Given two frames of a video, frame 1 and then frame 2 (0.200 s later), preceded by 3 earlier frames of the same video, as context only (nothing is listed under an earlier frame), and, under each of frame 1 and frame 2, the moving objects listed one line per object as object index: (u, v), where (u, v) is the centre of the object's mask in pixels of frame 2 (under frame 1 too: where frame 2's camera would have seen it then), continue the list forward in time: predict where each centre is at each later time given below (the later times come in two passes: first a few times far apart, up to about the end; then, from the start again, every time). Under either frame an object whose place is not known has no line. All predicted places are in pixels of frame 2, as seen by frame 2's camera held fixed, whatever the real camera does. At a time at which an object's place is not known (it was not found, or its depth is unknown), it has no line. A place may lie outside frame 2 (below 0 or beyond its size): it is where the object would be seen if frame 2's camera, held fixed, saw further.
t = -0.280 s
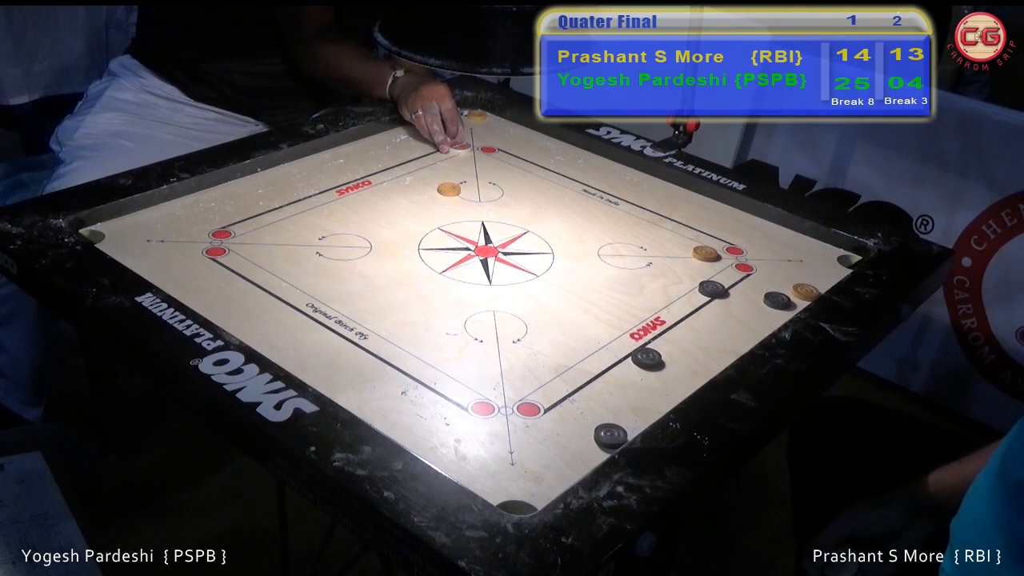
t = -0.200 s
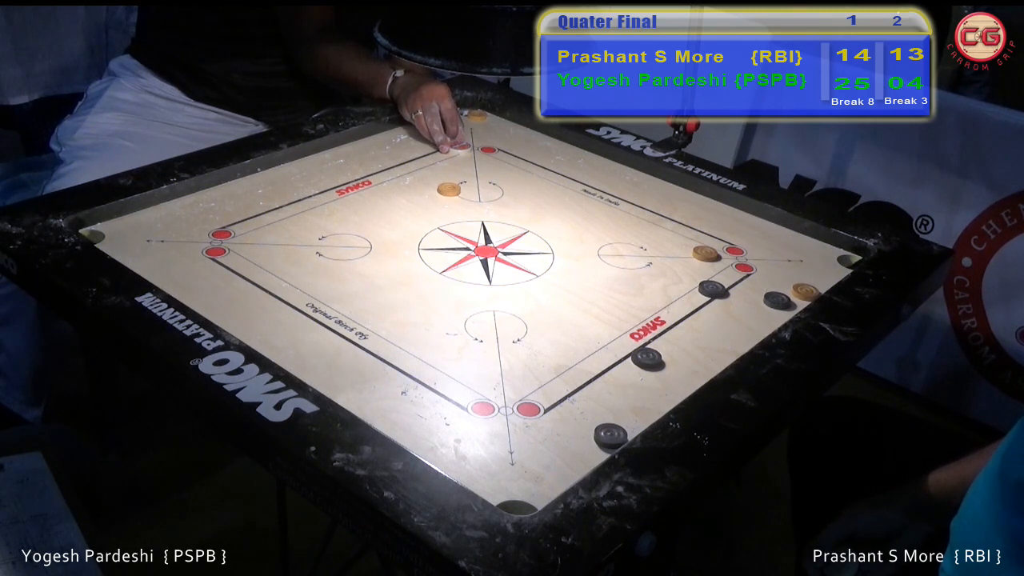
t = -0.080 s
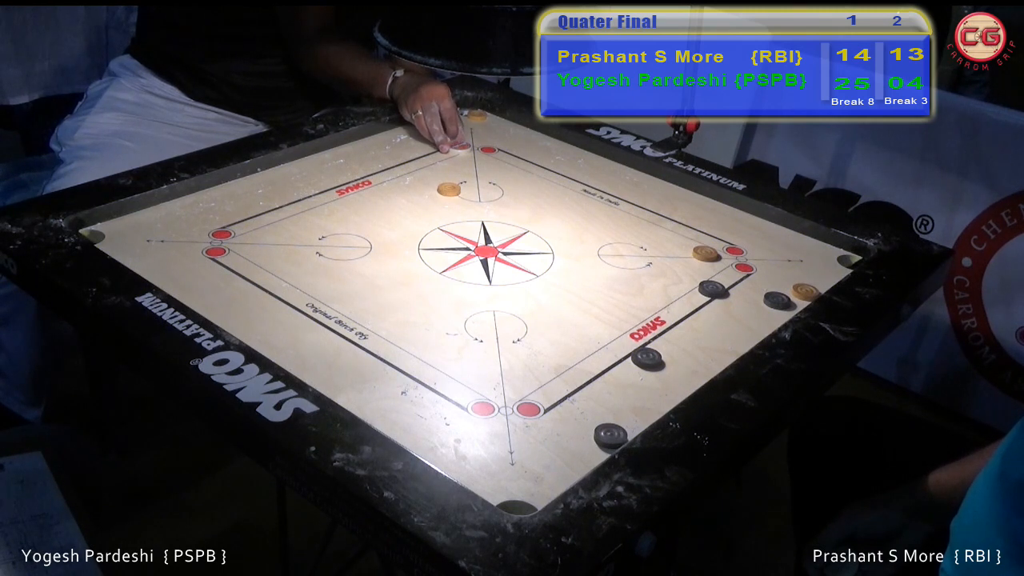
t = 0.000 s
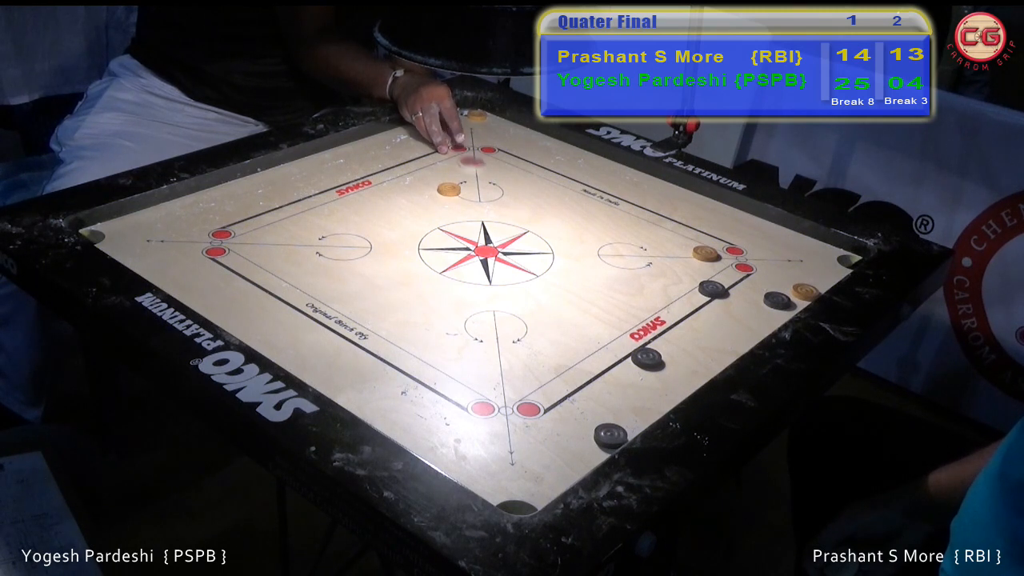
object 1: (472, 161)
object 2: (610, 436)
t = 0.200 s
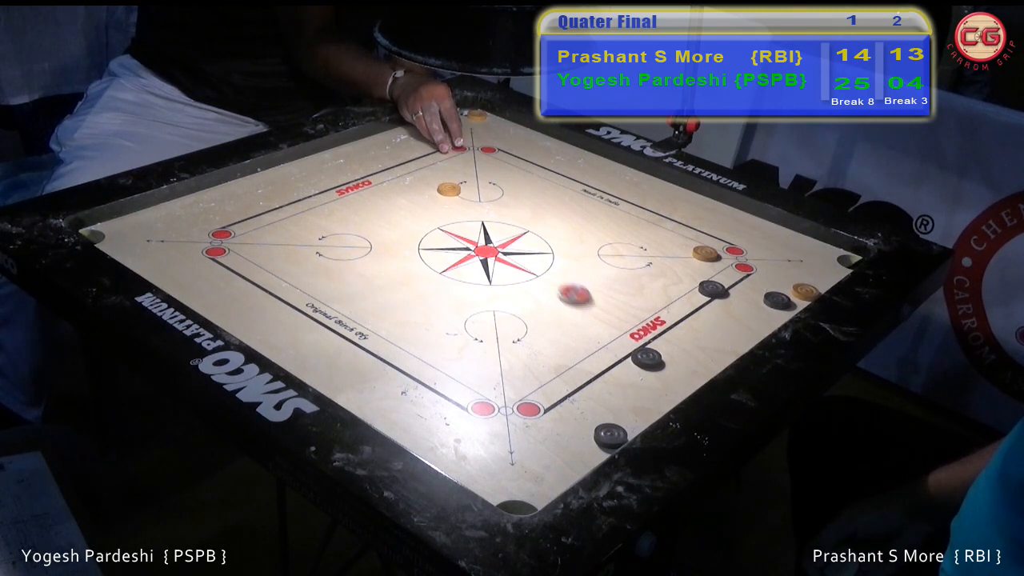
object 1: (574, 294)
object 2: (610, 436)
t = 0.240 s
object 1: (600, 327)
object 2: (610, 436)
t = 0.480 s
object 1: (573, 407)
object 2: (521, 471)
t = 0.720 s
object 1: (476, 382)
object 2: (513, 441)
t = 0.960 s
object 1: (441, 373)
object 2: (530, 424)
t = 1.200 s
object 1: (435, 372)
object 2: (530, 424)
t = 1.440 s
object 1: (435, 372)
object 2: (530, 424)
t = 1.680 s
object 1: (435, 372)
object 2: (530, 424)
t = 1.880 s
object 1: (435, 372)
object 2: (530, 424)
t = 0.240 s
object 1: (600, 327)
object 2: (610, 436)
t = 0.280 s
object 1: (620, 358)
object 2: (610, 436)
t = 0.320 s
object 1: (629, 386)
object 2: (610, 436)
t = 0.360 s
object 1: (636, 414)
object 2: (610, 436)
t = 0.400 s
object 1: (621, 420)
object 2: (588, 444)
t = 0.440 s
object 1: (596, 413)
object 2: (554, 458)
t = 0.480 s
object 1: (573, 407)
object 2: (521, 471)
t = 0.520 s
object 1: (551, 402)
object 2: (490, 484)
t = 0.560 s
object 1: (533, 397)
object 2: (478, 484)
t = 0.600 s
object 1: (516, 393)
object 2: (487, 471)
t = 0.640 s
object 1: (500, 389)
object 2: (497, 459)
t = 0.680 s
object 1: (487, 386)
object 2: (506, 449)
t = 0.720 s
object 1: (476, 382)
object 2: (513, 441)
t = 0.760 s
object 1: (467, 380)
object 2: (519, 435)
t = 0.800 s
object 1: (459, 379)
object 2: (523, 430)
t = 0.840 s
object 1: (453, 377)
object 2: (527, 426)
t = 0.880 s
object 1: (448, 375)
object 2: (529, 425)
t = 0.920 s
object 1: (444, 374)
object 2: (530, 424)
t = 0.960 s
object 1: (441, 373)
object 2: (530, 424)
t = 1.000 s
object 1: (439, 373)
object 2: (530, 424)
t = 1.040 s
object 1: (437, 373)
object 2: (530, 424)
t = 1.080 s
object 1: (436, 373)
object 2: (530, 424)
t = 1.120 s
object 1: (435, 373)
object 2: (530, 424)
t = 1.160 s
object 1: (435, 372)
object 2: (530, 424)
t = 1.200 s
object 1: (435, 372)
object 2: (530, 424)
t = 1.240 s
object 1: (435, 372)
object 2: (530, 424)
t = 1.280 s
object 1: (435, 372)
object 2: (530, 424)
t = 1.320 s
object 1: (435, 372)
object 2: (530, 424)
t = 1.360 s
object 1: (435, 372)
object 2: (530, 424)
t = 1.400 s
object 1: (435, 372)
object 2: (530, 424)
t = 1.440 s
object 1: (435, 372)
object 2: (530, 424)
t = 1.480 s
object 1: (435, 372)
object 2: (530, 424)
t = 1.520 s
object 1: (435, 372)
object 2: (530, 424)
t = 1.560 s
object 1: (435, 372)
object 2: (530, 424)
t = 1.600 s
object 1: (435, 372)
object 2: (530, 424)
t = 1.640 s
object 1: (435, 372)
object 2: (530, 424)
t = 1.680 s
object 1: (435, 372)
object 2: (530, 424)
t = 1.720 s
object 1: (435, 372)
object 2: (530, 424)
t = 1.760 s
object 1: (435, 372)
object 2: (530, 424)
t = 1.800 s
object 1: (435, 372)
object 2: (530, 424)
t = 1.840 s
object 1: (435, 372)
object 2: (530, 424)
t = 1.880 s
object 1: (435, 372)
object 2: (530, 424)
